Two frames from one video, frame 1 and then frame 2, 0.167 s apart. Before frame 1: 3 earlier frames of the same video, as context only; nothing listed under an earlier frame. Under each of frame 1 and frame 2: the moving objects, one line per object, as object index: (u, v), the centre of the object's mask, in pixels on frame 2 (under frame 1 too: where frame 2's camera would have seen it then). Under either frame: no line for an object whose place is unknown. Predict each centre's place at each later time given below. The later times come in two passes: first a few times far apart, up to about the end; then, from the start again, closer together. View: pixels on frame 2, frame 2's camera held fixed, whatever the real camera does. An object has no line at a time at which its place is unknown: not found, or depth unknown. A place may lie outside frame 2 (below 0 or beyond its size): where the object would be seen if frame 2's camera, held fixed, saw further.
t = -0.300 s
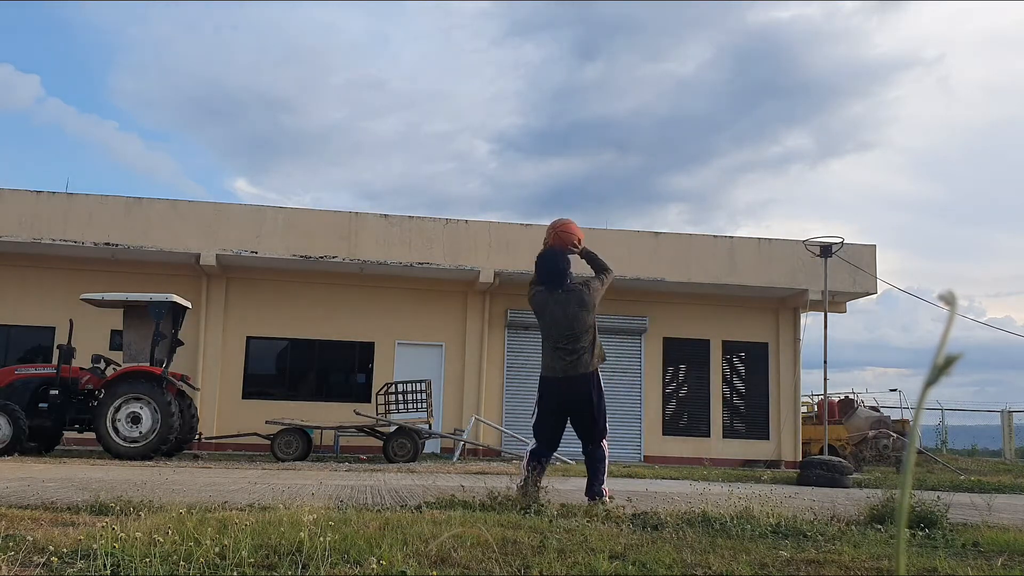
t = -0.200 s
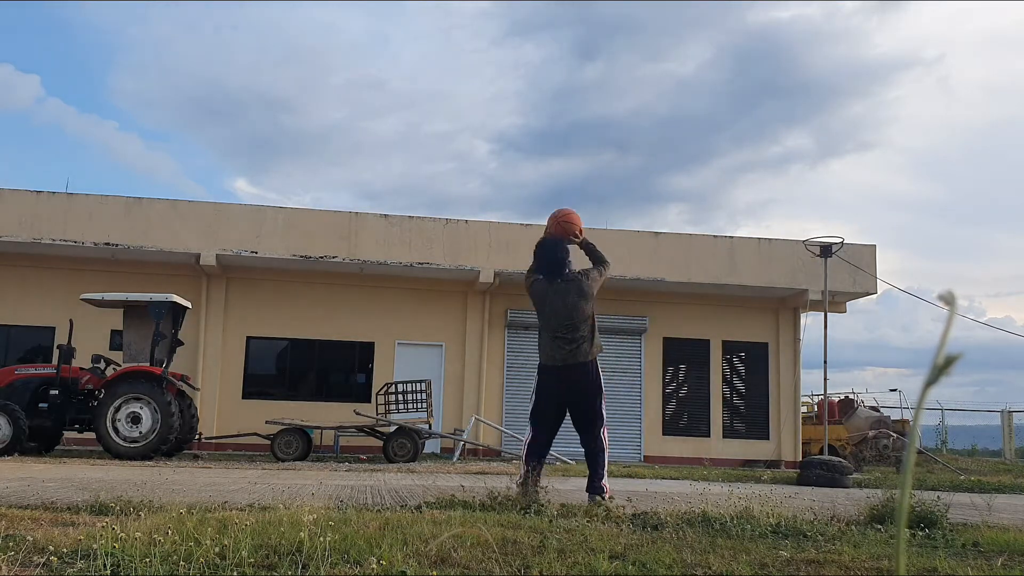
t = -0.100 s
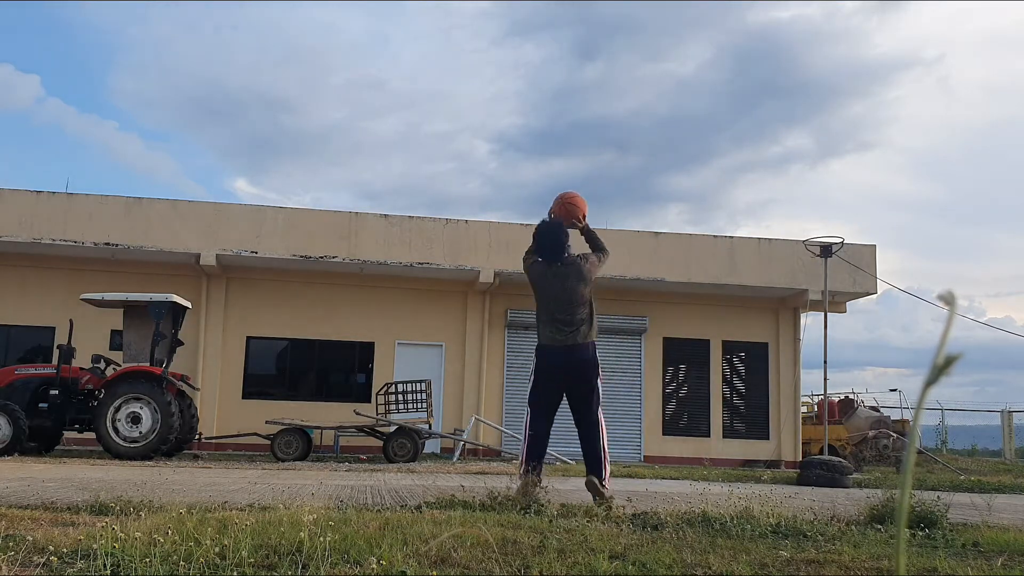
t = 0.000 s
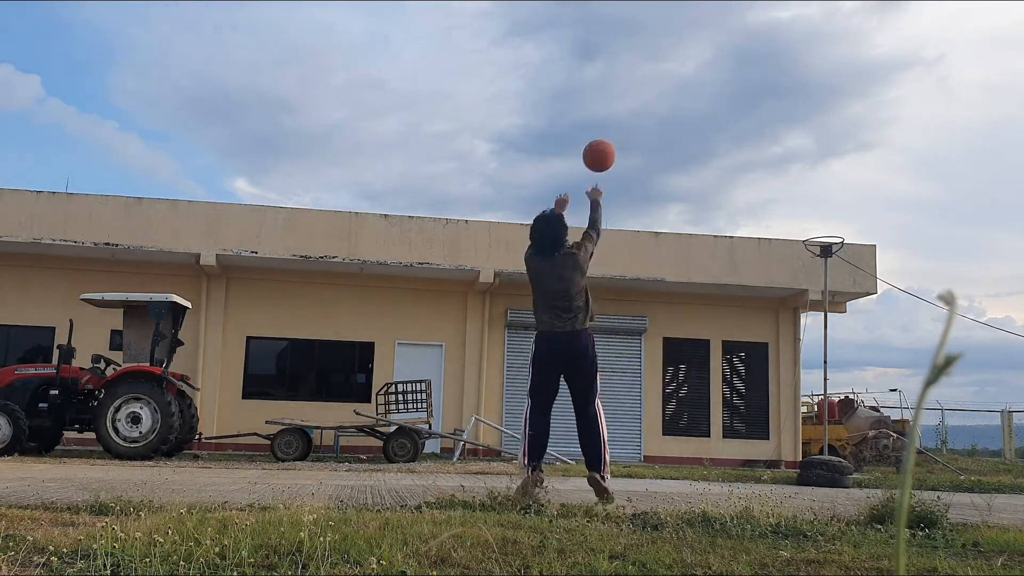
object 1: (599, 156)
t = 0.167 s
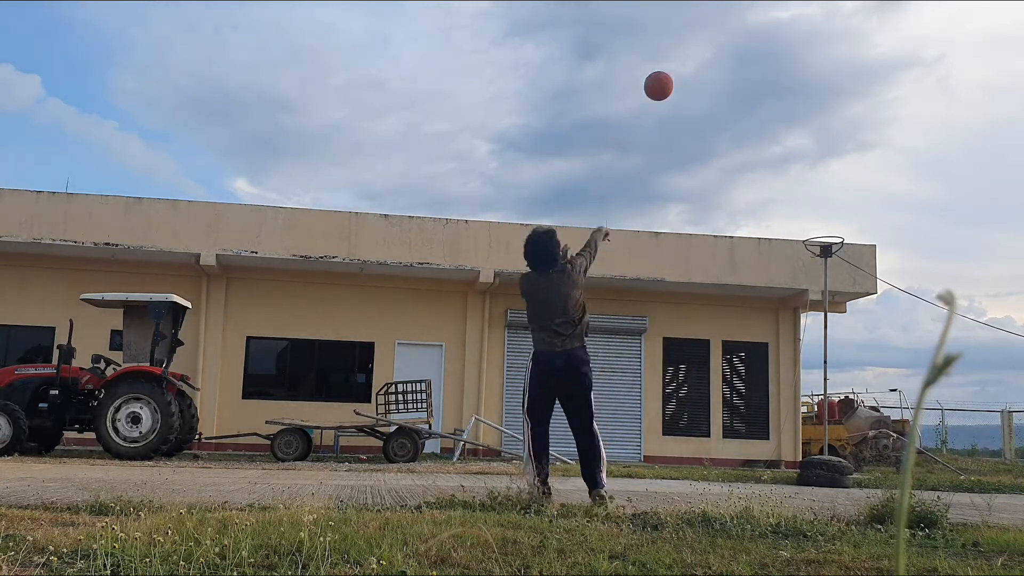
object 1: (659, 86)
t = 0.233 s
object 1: (679, 71)
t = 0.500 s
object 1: (744, 63)
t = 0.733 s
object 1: (789, 108)
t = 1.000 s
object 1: (830, 200)
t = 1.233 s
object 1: (857, 210)
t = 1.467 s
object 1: (882, 202)
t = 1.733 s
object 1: (910, 238)
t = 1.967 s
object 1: (933, 307)
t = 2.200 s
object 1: (956, 406)
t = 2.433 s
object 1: (976, 451)
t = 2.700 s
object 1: (991, 392)
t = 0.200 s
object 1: (669, 77)
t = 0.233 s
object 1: (679, 71)
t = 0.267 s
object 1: (688, 66)
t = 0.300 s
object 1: (697, 62)
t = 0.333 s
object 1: (706, 59)
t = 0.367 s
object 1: (714, 58)
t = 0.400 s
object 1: (722, 58)
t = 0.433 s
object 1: (730, 58)
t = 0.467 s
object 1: (737, 60)
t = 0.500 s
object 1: (744, 63)
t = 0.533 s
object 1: (751, 67)
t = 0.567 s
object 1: (758, 72)
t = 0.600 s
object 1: (764, 77)
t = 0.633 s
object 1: (771, 84)
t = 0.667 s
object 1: (777, 91)
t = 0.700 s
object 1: (783, 99)
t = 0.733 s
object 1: (789, 108)
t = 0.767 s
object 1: (794, 117)
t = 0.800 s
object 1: (800, 127)
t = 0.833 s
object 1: (805, 138)
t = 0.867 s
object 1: (810, 149)
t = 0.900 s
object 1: (815, 161)
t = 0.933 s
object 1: (821, 174)
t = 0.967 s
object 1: (825, 187)
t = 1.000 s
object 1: (830, 200)
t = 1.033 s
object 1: (835, 215)
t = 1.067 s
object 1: (839, 229)
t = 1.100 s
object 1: (842, 233)
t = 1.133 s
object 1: (846, 226)
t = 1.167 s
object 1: (850, 220)
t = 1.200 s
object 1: (854, 214)
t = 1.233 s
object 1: (857, 210)
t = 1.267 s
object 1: (861, 206)
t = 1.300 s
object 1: (865, 203)
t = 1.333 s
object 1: (868, 201)
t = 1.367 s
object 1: (872, 200)
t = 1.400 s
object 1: (875, 200)
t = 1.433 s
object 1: (879, 200)
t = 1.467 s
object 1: (882, 202)
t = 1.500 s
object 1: (886, 204)
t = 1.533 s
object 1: (889, 206)
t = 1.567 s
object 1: (893, 210)
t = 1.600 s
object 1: (896, 214)
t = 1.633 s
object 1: (900, 219)
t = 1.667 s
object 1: (903, 225)
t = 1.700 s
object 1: (907, 231)
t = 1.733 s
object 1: (910, 238)
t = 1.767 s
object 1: (913, 246)
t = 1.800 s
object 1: (916, 254)
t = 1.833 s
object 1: (920, 263)
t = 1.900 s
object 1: (927, 283)
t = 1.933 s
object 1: (929, 295)
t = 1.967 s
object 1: (933, 307)
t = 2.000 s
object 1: (935, 319)
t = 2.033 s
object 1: (939, 332)
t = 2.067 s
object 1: (946, 345)
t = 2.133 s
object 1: (950, 374)
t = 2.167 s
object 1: (953, 390)
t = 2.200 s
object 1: (956, 406)
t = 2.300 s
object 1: (967, 459)
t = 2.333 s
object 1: (971, 477)
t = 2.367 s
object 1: (972, 475)
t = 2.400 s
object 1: (974, 462)
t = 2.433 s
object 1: (976, 451)
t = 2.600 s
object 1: (985, 408)
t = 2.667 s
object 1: (989, 397)
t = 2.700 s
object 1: (991, 392)
